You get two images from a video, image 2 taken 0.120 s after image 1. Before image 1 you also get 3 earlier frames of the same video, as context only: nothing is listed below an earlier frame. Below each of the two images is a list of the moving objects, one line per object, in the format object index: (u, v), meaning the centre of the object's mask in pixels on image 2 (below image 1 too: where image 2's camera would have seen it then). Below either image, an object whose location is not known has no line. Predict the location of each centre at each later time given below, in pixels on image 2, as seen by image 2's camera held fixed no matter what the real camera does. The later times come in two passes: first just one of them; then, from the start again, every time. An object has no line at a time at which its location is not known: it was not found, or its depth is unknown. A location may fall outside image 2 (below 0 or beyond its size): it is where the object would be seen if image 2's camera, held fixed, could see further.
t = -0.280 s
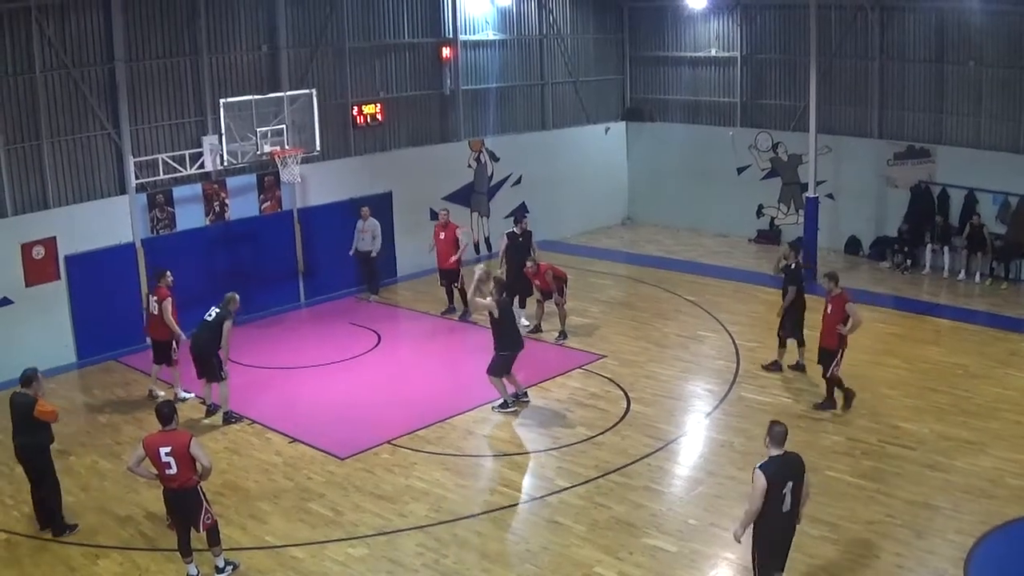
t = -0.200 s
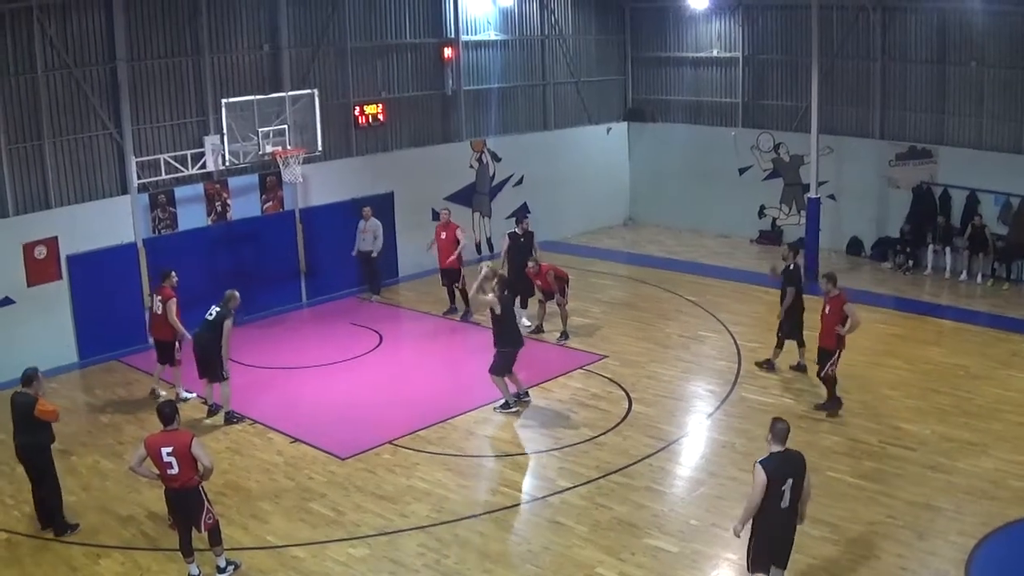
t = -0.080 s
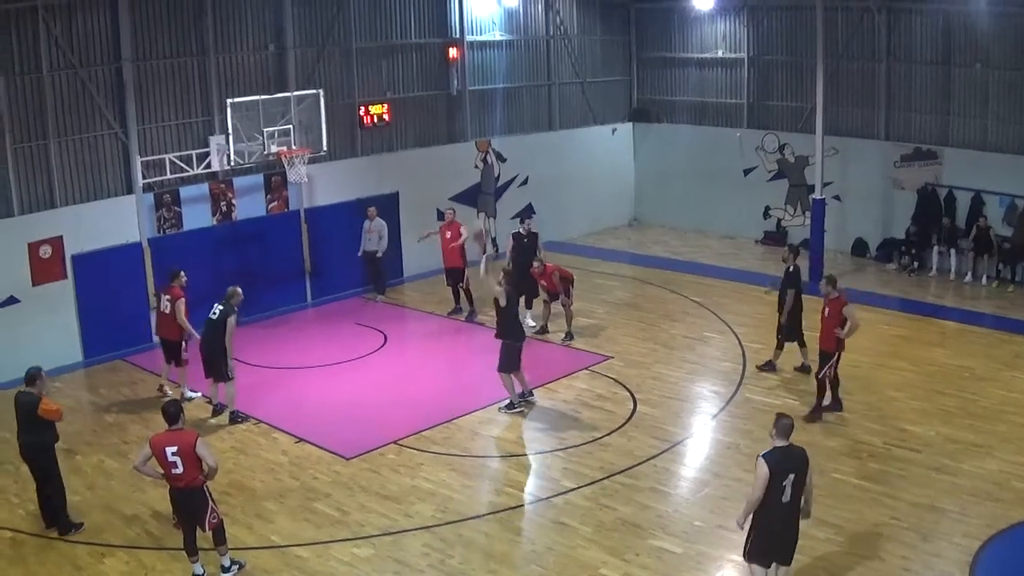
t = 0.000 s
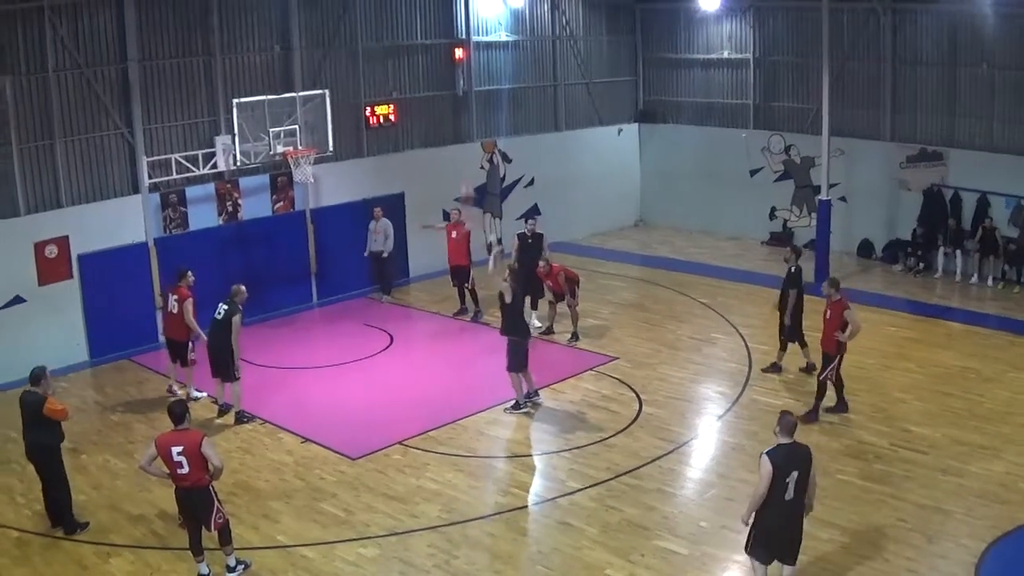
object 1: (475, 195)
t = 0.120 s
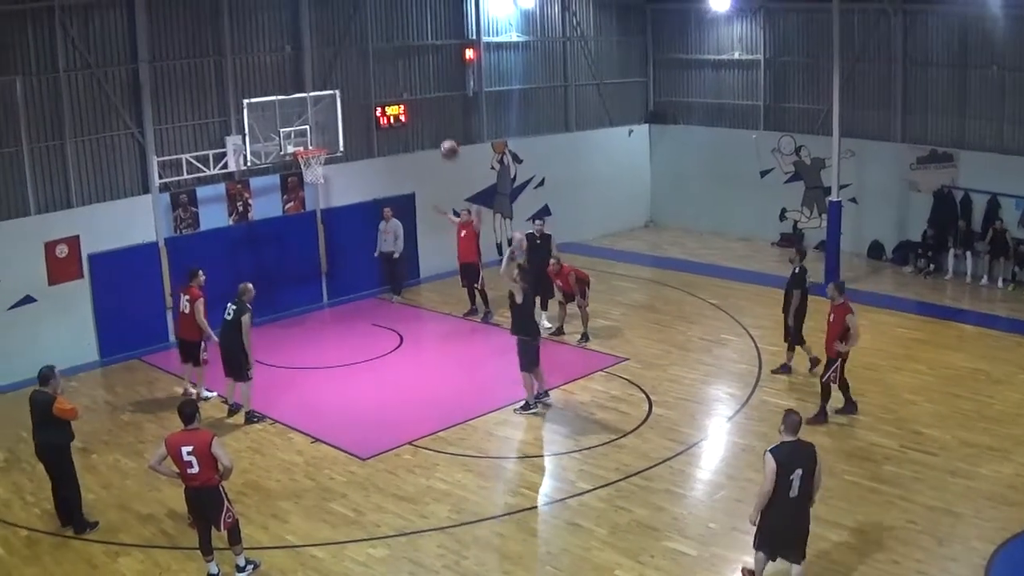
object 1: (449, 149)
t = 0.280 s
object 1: (417, 106)
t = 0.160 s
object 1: (440, 133)
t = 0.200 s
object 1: (431, 122)
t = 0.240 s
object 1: (424, 113)
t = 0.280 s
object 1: (417, 106)
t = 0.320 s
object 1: (410, 99)
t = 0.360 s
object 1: (402, 93)
